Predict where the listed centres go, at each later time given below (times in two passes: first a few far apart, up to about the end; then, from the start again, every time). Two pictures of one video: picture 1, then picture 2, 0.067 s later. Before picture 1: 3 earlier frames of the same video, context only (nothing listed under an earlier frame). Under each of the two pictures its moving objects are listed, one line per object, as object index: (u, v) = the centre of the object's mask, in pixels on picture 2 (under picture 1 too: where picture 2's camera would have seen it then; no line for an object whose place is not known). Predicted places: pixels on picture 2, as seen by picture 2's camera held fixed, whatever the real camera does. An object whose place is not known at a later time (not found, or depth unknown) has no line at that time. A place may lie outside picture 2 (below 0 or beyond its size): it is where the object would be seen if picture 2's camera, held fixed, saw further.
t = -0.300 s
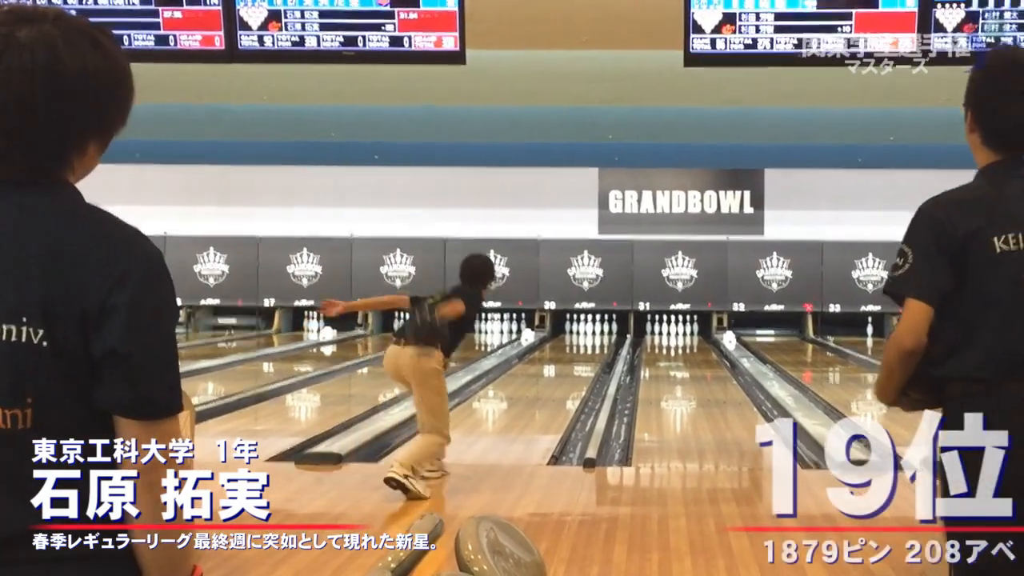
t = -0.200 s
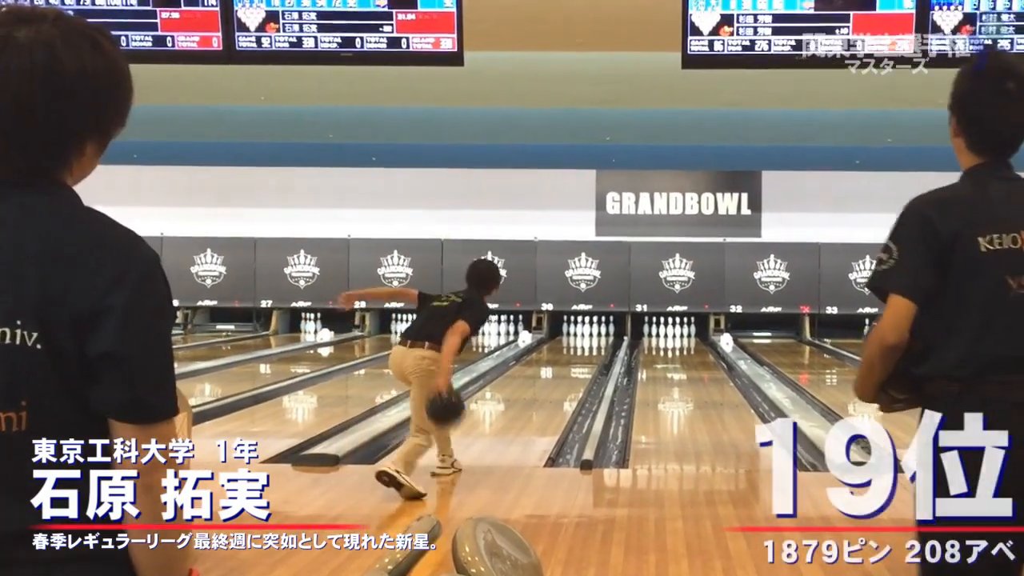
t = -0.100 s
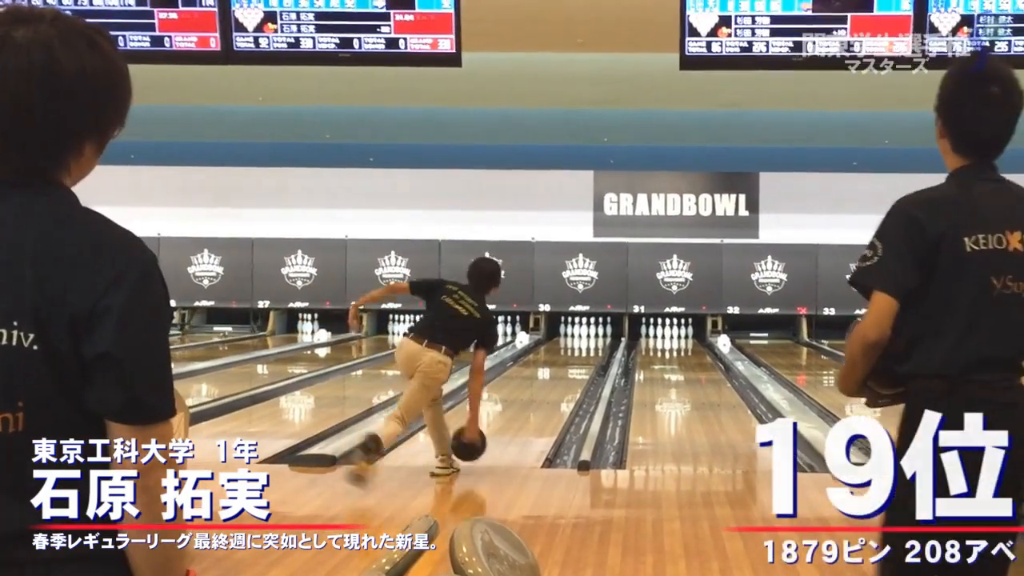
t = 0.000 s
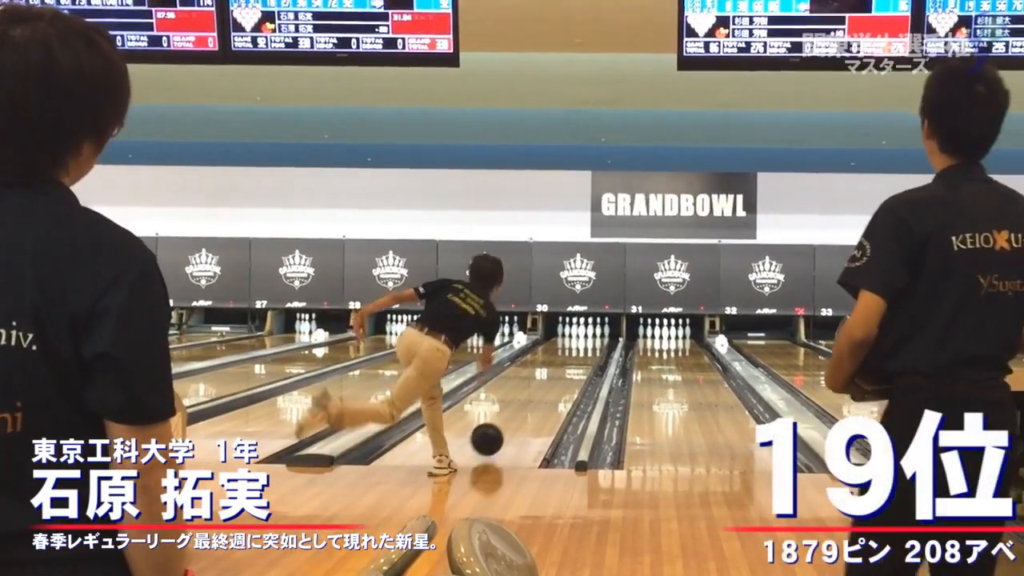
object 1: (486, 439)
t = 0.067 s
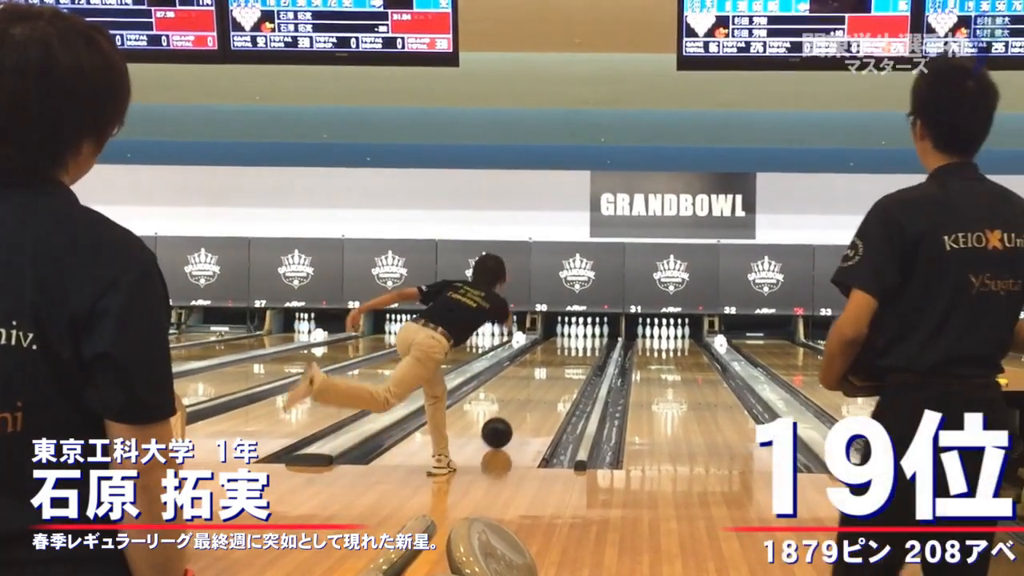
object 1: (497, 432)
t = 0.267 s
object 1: (522, 410)
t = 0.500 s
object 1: (544, 391)
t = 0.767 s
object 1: (562, 375)
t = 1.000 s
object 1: (573, 365)
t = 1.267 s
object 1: (583, 355)
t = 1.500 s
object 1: (588, 348)
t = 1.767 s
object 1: (592, 342)
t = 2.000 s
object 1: (591, 338)
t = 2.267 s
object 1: (587, 333)
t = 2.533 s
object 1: (586, 332)
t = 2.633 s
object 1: (589, 331)
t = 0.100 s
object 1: (501, 429)
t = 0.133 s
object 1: (506, 425)
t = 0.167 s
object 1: (511, 421)
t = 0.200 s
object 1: (515, 417)
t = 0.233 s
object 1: (518, 414)
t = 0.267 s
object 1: (522, 410)
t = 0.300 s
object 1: (526, 407)
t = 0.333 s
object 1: (529, 404)
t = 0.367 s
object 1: (533, 401)
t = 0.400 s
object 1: (536, 398)
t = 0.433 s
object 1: (539, 396)
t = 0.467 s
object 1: (541, 394)
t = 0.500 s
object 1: (544, 391)
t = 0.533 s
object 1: (547, 389)
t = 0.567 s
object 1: (549, 387)
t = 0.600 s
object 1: (551, 385)
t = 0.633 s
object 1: (553, 384)
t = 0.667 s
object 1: (557, 382)
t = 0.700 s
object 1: (559, 379)
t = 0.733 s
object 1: (560, 377)
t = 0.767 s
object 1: (562, 375)
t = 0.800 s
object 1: (563, 374)
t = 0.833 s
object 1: (565, 372)
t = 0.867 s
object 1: (567, 371)
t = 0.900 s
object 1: (568, 369)
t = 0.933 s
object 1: (570, 367)
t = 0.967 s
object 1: (572, 366)
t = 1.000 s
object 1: (573, 365)
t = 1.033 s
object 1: (574, 364)
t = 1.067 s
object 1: (576, 362)
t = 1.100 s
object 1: (577, 361)
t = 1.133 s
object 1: (578, 359)
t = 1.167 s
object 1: (579, 358)
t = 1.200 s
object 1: (581, 357)
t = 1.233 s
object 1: (582, 356)
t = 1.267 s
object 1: (583, 355)
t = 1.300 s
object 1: (583, 354)
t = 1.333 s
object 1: (584, 353)
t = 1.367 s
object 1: (585, 352)
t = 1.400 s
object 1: (586, 351)
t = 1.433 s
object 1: (587, 350)
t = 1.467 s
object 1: (588, 349)
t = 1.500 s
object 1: (588, 348)
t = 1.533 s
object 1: (589, 348)
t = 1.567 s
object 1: (590, 347)
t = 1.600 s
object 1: (590, 346)
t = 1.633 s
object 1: (591, 345)
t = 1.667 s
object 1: (591, 345)
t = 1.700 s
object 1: (592, 344)
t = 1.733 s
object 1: (592, 343)
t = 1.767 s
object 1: (592, 342)
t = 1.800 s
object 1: (592, 342)
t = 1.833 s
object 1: (592, 341)
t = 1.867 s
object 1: (592, 340)
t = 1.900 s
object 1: (592, 339)
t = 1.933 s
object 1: (592, 339)
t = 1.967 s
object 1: (591, 338)
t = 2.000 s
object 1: (591, 338)
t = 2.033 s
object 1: (590, 337)
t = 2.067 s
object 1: (590, 336)
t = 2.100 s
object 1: (589, 336)
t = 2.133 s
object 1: (589, 336)
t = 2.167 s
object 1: (588, 335)
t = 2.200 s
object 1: (588, 334)
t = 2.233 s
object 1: (587, 334)
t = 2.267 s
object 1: (587, 333)
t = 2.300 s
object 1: (585, 333)
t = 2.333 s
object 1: (584, 333)
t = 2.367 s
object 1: (585, 332)
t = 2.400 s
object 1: (585, 332)
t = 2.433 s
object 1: (585, 332)
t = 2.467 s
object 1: (585, 332)
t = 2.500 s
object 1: (586, 332)
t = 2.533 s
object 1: (586, 332)
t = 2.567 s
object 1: (588, 331)
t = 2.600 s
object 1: (587, 332)
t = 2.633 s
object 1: (589, 331)
